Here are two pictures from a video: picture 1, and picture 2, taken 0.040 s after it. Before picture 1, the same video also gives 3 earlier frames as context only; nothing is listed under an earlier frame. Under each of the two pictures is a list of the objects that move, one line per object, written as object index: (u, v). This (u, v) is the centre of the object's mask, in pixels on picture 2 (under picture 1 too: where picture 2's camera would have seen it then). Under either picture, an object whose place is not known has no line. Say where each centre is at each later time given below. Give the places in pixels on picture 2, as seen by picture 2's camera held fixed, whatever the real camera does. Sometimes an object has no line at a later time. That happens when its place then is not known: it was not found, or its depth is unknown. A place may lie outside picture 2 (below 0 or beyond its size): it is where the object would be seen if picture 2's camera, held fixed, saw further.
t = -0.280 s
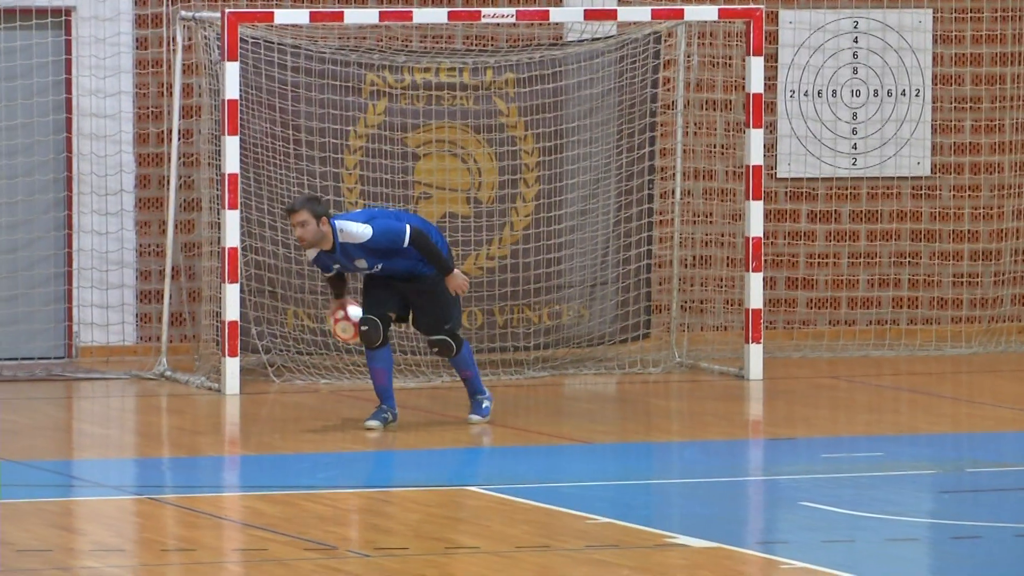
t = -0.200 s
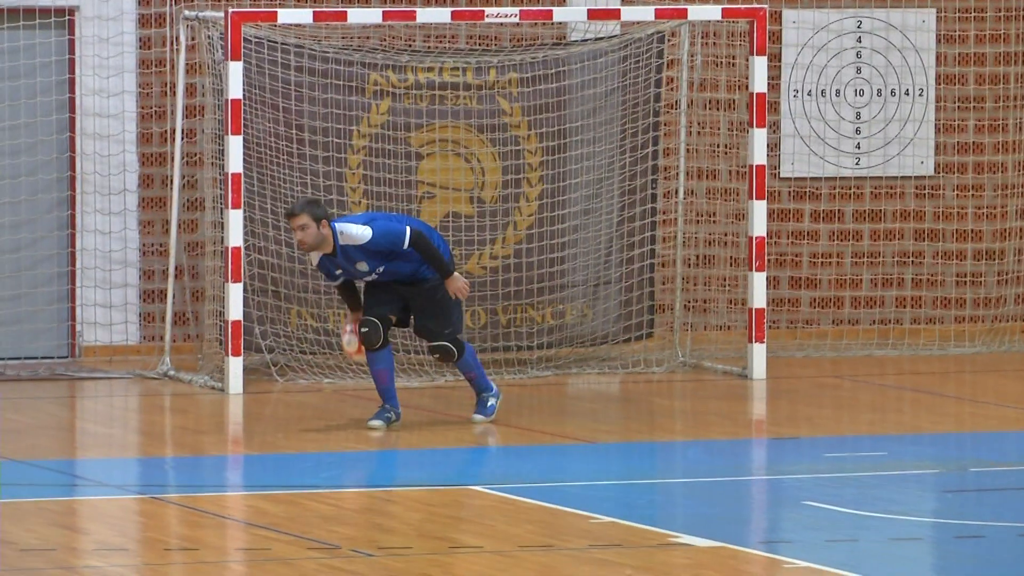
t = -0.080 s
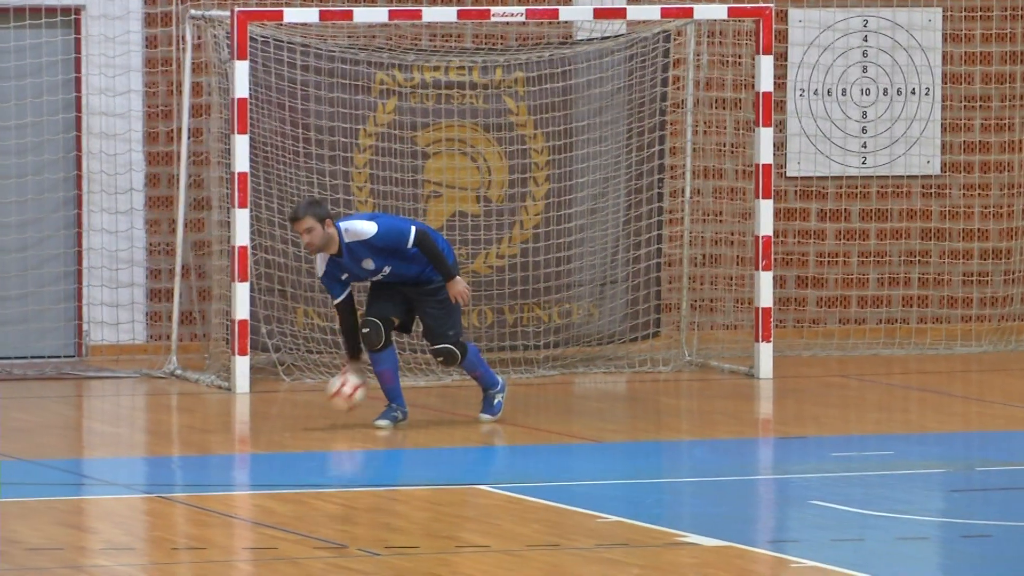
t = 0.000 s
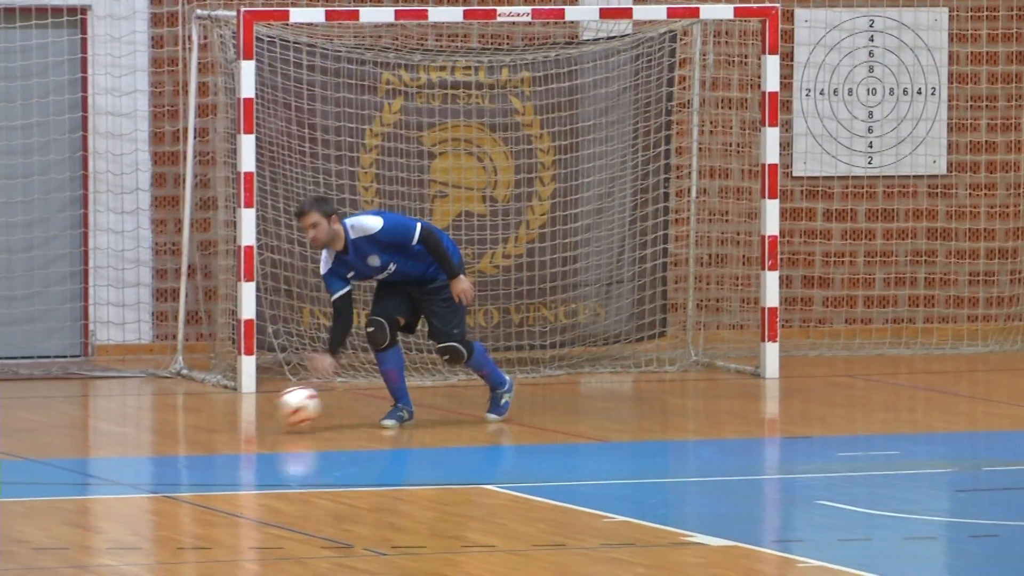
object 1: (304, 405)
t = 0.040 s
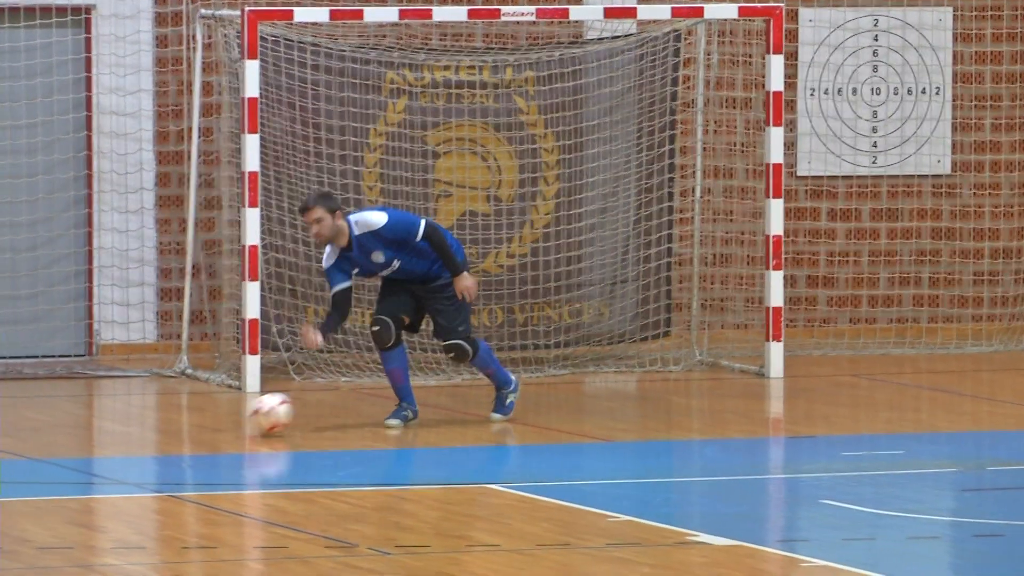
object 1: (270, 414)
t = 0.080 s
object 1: (240, 420)
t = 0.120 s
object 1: (207, 423)
